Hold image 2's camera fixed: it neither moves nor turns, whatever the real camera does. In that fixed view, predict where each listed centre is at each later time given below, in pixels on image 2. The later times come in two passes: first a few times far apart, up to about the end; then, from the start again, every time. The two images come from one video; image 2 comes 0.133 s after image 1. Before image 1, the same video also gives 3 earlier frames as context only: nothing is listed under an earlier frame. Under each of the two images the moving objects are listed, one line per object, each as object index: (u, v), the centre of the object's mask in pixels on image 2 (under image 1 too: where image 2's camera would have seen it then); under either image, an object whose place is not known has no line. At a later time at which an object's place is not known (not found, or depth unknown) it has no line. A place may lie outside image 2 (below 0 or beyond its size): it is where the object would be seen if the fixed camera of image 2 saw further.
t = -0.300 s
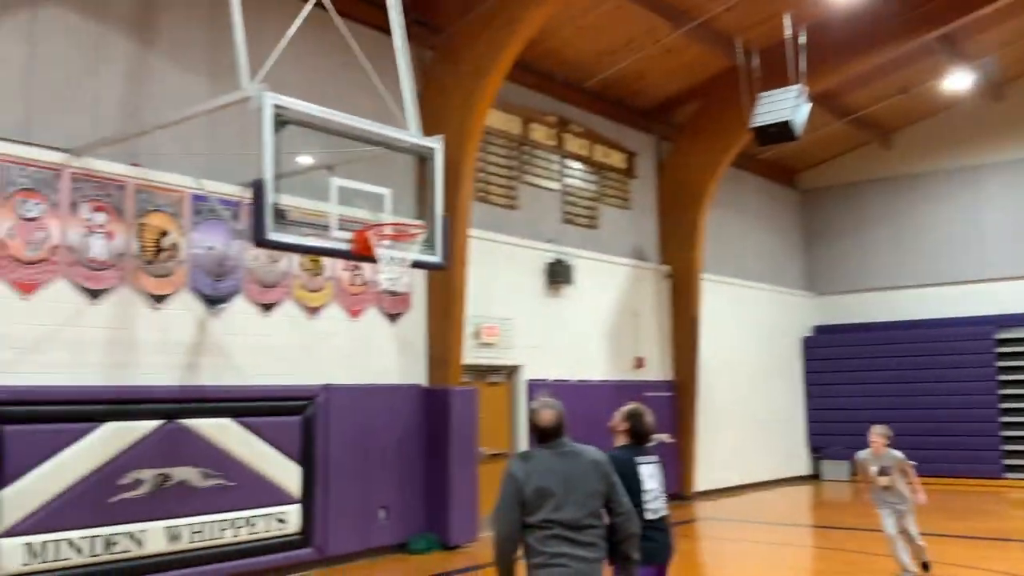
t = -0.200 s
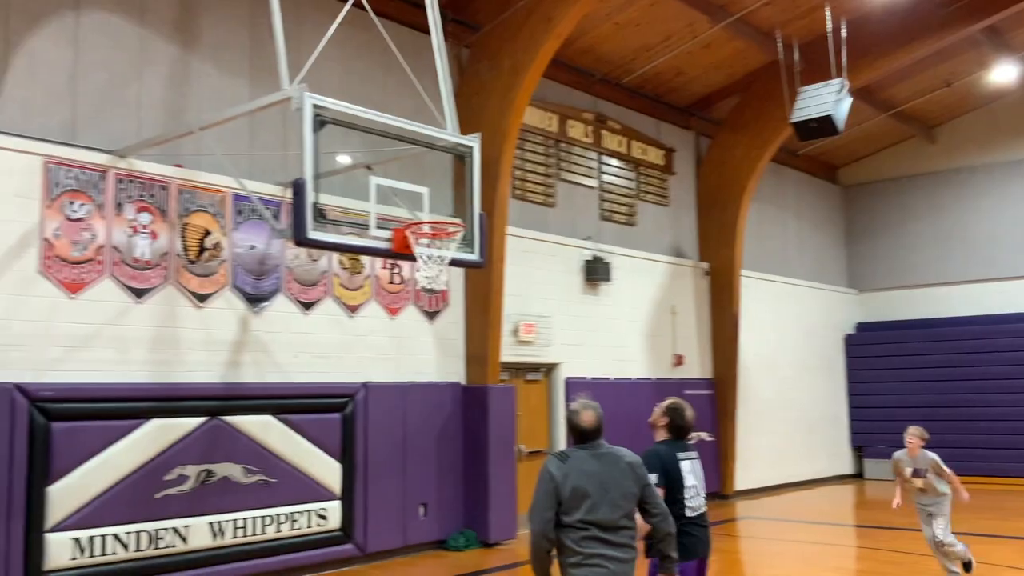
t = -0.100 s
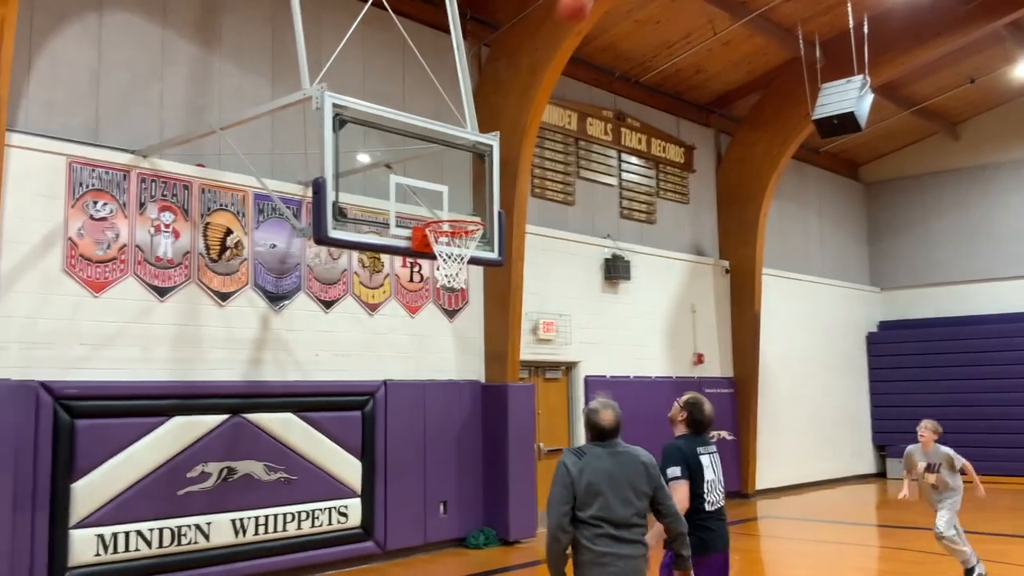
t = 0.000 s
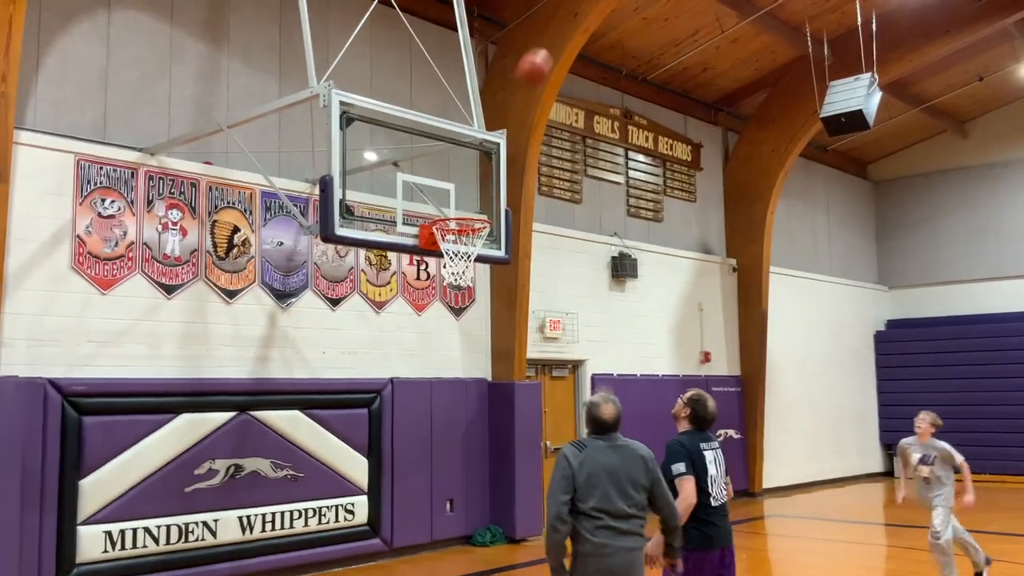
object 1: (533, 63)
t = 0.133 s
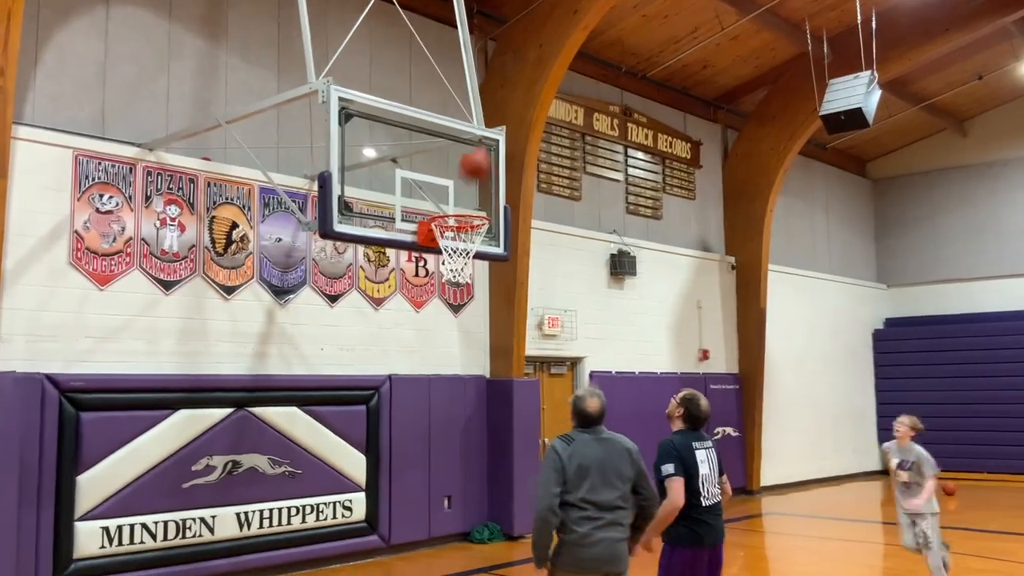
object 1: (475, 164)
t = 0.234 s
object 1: (449, 229)
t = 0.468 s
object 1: (468, 252)
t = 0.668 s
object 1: (479, 281)
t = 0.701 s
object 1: (480, 289)
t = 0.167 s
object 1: (462, 190)
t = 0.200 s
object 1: (450, 210)
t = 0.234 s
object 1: (449, 229)
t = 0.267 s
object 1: (450, 237)
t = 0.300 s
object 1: (453, 241)
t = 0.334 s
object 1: (454, 247)
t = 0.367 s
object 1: (456, 245)
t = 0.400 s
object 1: (461, 250)
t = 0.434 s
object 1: (464, 251)
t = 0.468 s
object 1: (468, 252)
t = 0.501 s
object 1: (472, 256)
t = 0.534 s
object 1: (475, 259)
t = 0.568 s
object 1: (477, 263)
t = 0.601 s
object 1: (478, 268)
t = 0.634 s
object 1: (478, 275)
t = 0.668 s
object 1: (479, 281)
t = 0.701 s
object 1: (480, 289)
